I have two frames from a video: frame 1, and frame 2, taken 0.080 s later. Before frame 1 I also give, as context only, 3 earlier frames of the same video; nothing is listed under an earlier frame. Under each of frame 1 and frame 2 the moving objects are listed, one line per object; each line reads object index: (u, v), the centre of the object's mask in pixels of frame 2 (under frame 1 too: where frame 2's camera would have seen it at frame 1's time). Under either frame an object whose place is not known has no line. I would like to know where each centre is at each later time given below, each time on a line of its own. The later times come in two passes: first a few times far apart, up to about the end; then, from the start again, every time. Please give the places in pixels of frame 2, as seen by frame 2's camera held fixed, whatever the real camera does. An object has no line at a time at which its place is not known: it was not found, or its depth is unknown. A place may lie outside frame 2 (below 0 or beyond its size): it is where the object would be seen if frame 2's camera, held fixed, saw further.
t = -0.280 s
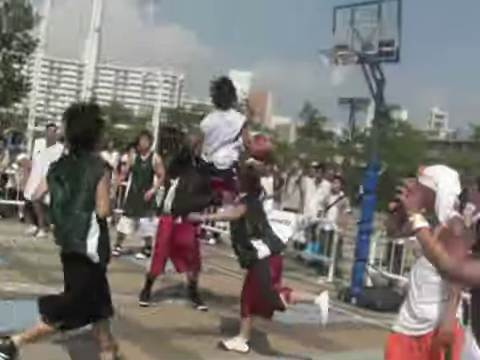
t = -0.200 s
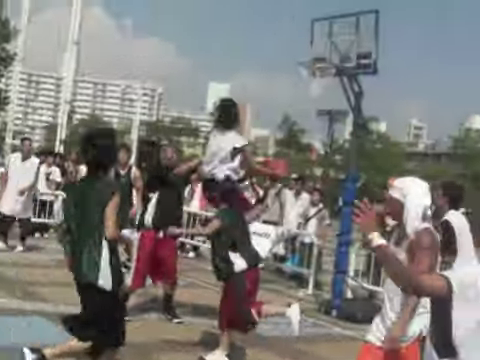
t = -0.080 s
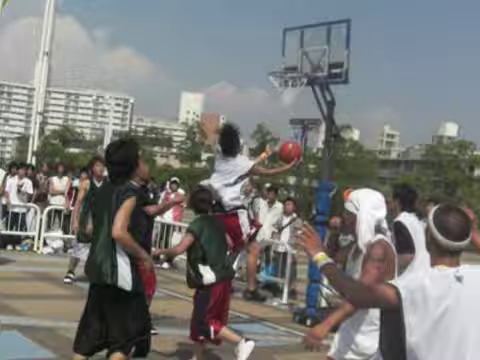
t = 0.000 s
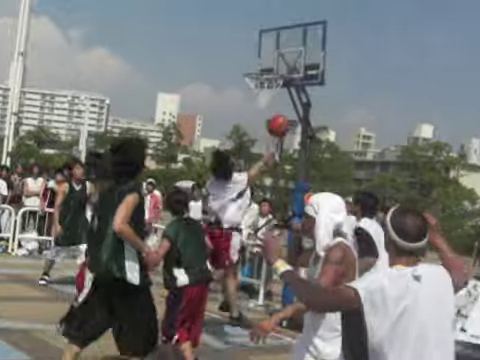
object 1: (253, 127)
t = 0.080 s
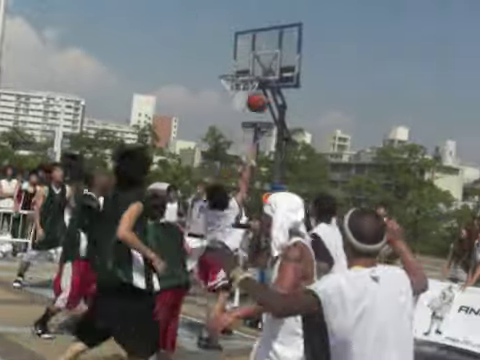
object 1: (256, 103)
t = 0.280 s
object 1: (264, 63)
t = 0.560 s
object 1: (244, 58)
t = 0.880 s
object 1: (238, 79)
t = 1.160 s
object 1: (246, 101)
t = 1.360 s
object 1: (228, 135)
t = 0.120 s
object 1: (259, 91)
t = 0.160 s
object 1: (261, 81)
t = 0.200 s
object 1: (263, 75)
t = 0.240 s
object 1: (263, 70)
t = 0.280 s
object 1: (264, 63)
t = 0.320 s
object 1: (265, 61)
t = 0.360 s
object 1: (265, 60)
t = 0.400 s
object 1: (265, 60)
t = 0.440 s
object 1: (263, 59)
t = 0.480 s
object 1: (256, 57)
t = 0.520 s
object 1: (251, 57)
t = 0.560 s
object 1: (244, 58)
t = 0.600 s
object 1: (240, 61)
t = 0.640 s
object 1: (234, 65)
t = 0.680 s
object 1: (228, 70)
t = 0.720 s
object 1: (229, 71)
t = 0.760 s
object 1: (231, 71)
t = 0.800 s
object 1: (234, 72)
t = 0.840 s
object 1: (235, 75)
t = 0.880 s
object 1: (238, 79)
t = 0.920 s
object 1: (241, 85)
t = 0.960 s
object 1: (245, 87)
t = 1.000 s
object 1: (248, 89)
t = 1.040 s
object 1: (251, 94)
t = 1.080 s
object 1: (251, 96)
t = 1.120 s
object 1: (249, 98)
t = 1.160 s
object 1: (246, 101)
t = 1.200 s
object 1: (242, 108)
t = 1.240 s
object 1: (239, 112)
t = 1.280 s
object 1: (235, 118)
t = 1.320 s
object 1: (232, 125)
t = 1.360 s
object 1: (228, 135)
